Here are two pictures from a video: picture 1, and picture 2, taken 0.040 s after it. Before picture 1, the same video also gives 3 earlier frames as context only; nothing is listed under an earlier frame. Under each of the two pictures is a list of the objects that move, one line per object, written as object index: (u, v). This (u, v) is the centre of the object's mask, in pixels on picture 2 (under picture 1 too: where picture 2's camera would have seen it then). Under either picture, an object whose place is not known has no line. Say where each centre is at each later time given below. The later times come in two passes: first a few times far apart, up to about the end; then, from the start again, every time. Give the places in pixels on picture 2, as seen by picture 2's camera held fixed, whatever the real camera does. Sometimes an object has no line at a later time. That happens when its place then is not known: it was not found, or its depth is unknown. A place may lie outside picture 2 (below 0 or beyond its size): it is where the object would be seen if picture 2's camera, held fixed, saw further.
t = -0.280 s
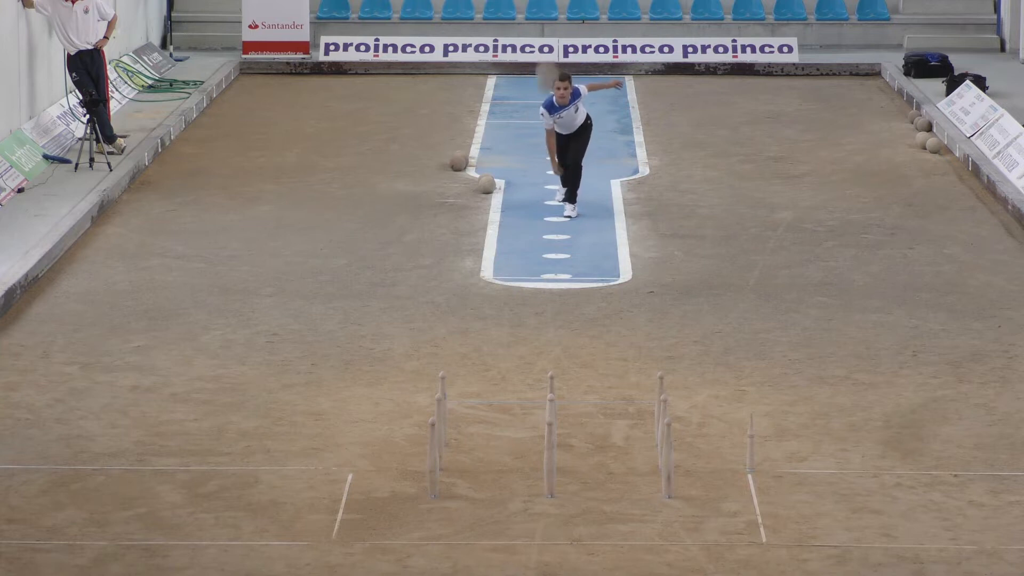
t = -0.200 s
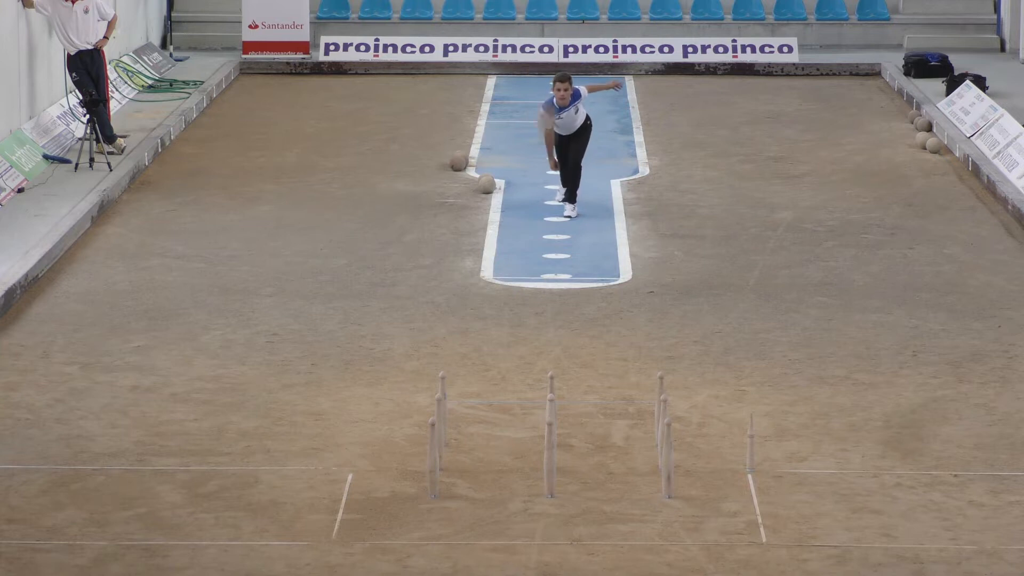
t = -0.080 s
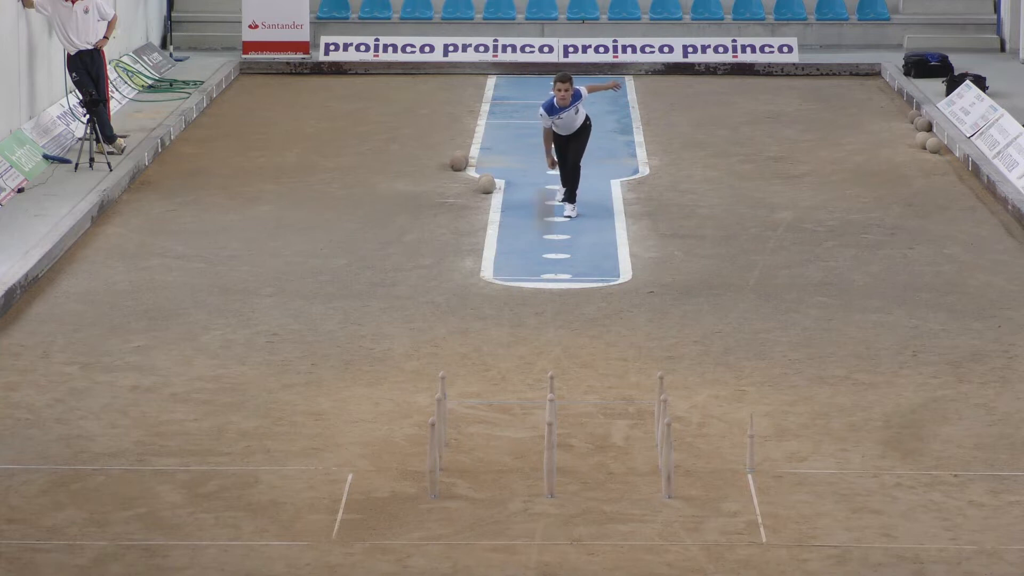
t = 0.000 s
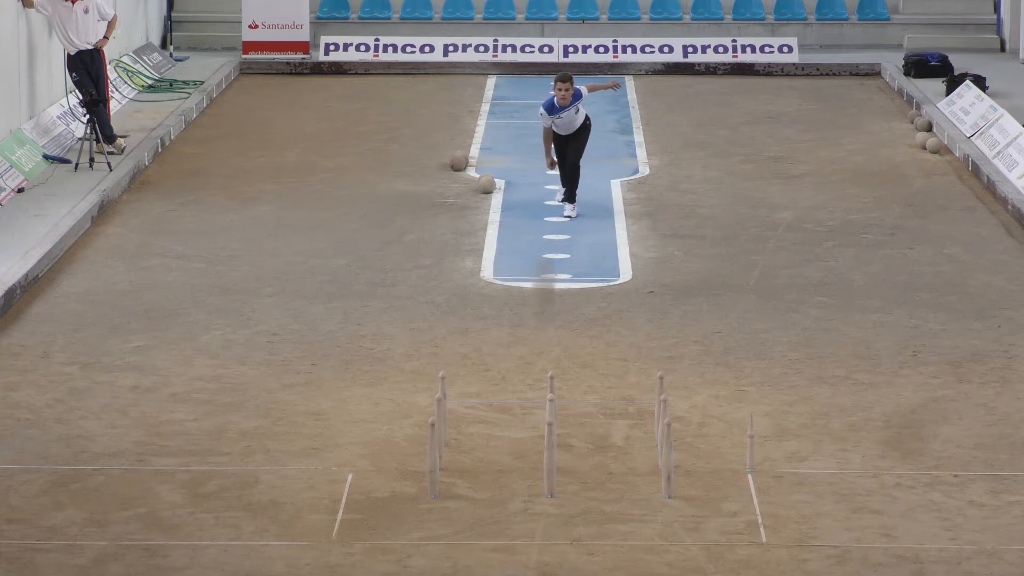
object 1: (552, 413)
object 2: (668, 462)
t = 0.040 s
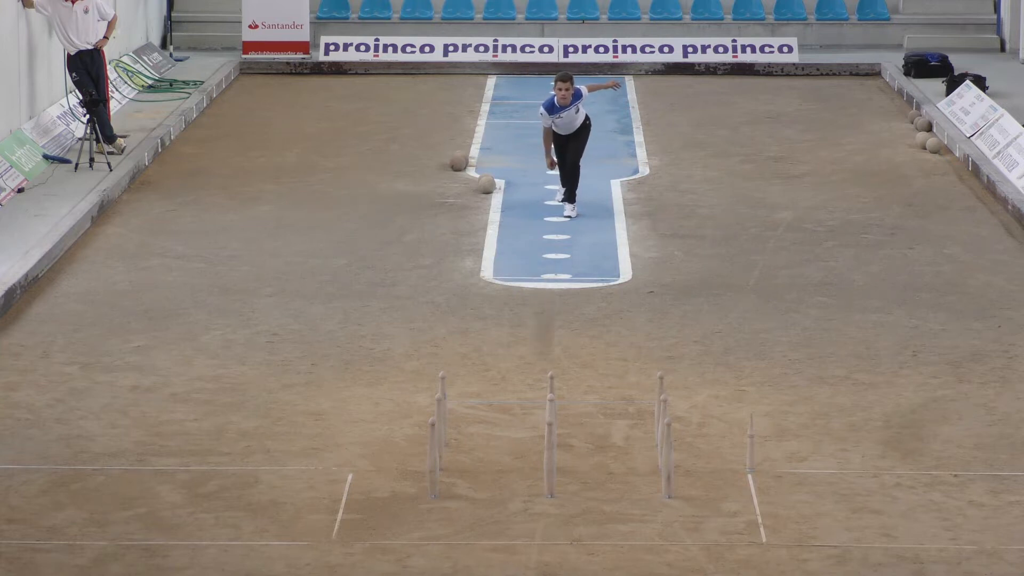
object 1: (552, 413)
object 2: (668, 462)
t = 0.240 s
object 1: (552, 412)
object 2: (668, 462)
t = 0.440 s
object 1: (552, 415)
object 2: (668, 462)
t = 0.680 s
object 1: (559, 435)
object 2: (667, 461)
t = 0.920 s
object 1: (566, 440)
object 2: (677, 472)
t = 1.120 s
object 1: (570, 458)
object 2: (689, 506)
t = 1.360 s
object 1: (592, 468)
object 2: (700, 512)
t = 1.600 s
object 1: (596, 473)
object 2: (700, 512)
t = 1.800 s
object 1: (595, 473)
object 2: (700, 512)
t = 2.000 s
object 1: (594, 474)
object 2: (700, 512)
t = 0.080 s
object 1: (552, 413)
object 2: (668, 462)
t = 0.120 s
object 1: (552, 413)
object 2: (668, 462)
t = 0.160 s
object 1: (552, 412)
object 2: (668, 462)
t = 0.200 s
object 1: (552, 411)
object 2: (668, 462)
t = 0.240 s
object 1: (552, 412)
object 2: (668, 462)
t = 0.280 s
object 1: (552, 413)
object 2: (668, 462)
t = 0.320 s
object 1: (552, 415)
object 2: (668, 462)
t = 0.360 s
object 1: (552, 416)
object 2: (668, 462)
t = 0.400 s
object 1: (552, 415)
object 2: (668, 462)
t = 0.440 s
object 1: (552, 415)
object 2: (668, 462)
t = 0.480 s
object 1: (553, 424)
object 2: (668, 462)
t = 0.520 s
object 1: (555, 431)
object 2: (668, 461)
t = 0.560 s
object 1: (556, 434)
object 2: (668, 462)
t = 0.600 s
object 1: (558, 433)
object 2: (668, 461)
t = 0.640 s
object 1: (558, 435)
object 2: (668, 461)
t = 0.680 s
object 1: (559, 435)
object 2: (667, 461)
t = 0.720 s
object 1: (559, 436)
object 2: (667, 461)
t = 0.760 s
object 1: (560, 437)
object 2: (667, 461)
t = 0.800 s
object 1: (562, 438)
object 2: (667, 461)
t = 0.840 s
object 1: (563, 438)
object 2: (670, 463)
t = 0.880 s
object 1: (564, 439)
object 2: (674, 470)
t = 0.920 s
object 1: (566, 440)
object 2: (677, 472)
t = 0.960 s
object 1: (567, 441)
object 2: (680, 475)
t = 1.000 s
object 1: (567, 446)
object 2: (681, 484)
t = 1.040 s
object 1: (569, 450)
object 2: (684, 499)
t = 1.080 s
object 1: (569, 454)
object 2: (685, 507)
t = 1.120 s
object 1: (570, 458)
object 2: (689, 506)
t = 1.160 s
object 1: (572, 462)
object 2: (693, 506)
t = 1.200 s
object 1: (580, 470)
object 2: (695, 508)
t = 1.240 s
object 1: (586, 469)
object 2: (698, 510)
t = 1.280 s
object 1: (588, 466)
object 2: (701, 513)
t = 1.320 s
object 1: (590, 466)
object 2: (699, 512)
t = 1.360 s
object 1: (592, 468)
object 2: (700, 512)
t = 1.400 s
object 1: (592, 472)
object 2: (700, 512)
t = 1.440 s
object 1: (594, 473)
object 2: (700, 512)
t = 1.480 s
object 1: (594, 472)
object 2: (701, 512)
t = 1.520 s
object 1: (595, 473)
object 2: (701, 512)
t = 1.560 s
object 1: (595, 473)
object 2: (700, 512)
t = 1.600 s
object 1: (596, 473)
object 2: (700, 512)
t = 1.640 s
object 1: (596, 473)
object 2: (700, 512)
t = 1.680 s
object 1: (596, 473)
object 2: (700, 512)
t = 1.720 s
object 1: (596, 473)
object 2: (700, 512)
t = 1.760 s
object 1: (595, 473)
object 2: (699, 512)
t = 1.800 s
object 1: (595, 473)
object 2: (700, 512)
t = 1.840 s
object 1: (594, 473)
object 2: (700, 512)
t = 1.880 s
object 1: (594, 474)
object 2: (700, 512)
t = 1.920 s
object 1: (594, 474)
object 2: (700, 512)
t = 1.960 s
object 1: (594, 474)
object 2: (700, 512)
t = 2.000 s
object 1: (594, 474)
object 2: (700, 512)
